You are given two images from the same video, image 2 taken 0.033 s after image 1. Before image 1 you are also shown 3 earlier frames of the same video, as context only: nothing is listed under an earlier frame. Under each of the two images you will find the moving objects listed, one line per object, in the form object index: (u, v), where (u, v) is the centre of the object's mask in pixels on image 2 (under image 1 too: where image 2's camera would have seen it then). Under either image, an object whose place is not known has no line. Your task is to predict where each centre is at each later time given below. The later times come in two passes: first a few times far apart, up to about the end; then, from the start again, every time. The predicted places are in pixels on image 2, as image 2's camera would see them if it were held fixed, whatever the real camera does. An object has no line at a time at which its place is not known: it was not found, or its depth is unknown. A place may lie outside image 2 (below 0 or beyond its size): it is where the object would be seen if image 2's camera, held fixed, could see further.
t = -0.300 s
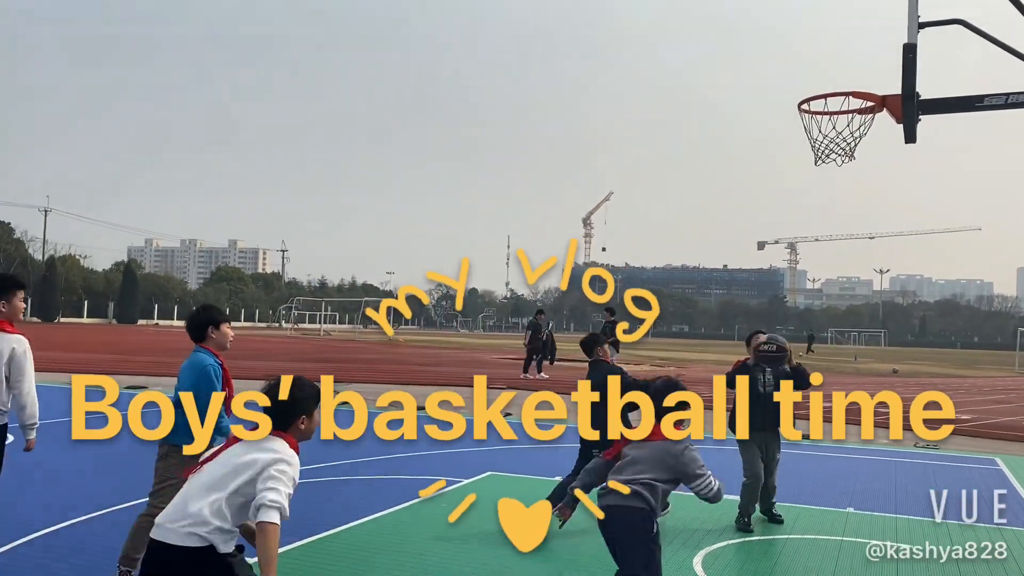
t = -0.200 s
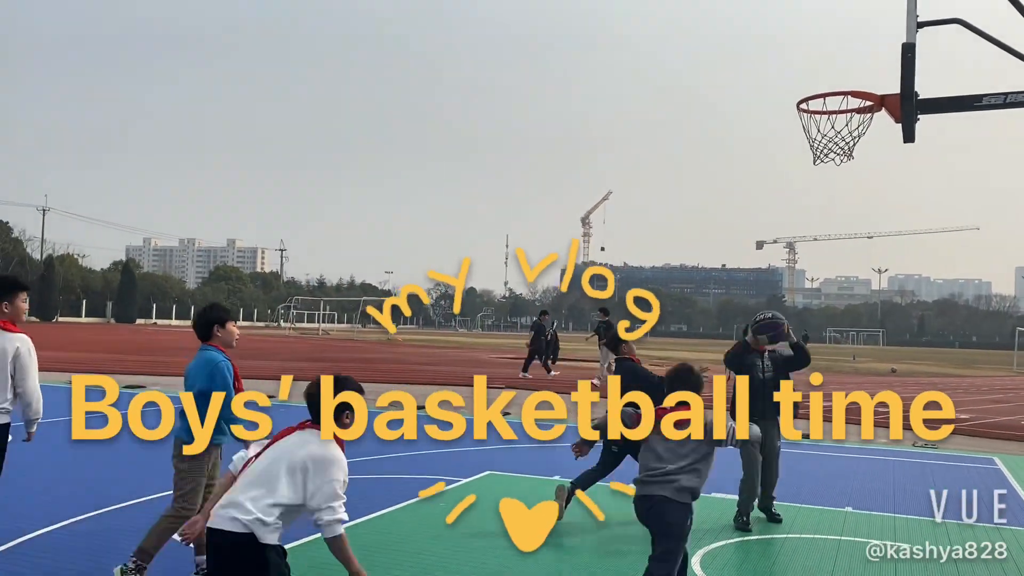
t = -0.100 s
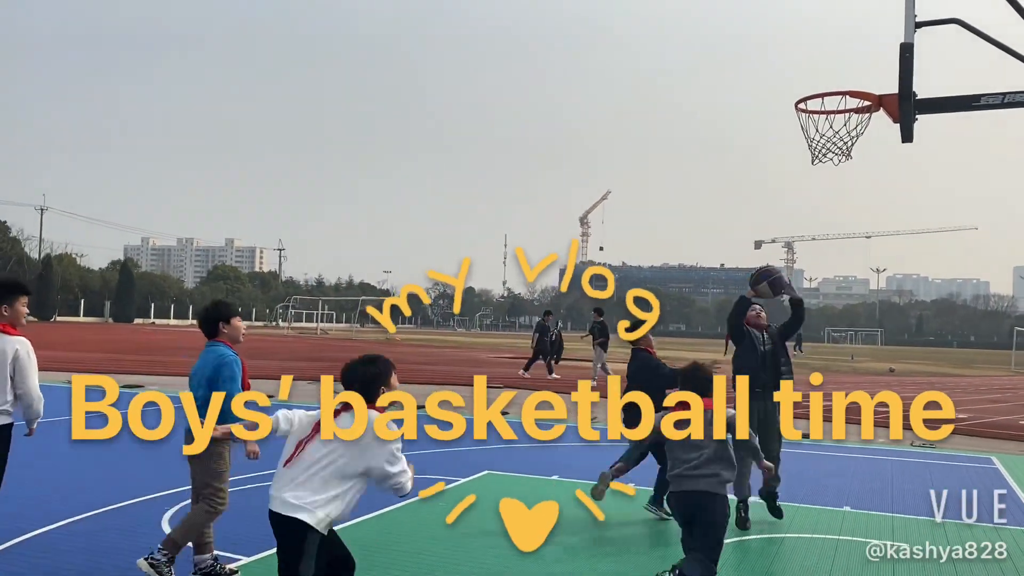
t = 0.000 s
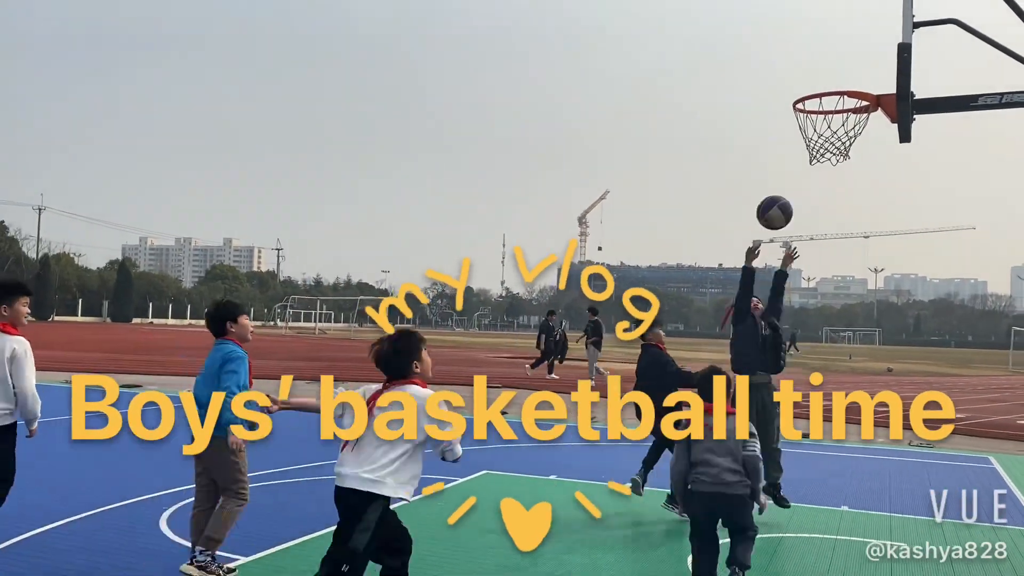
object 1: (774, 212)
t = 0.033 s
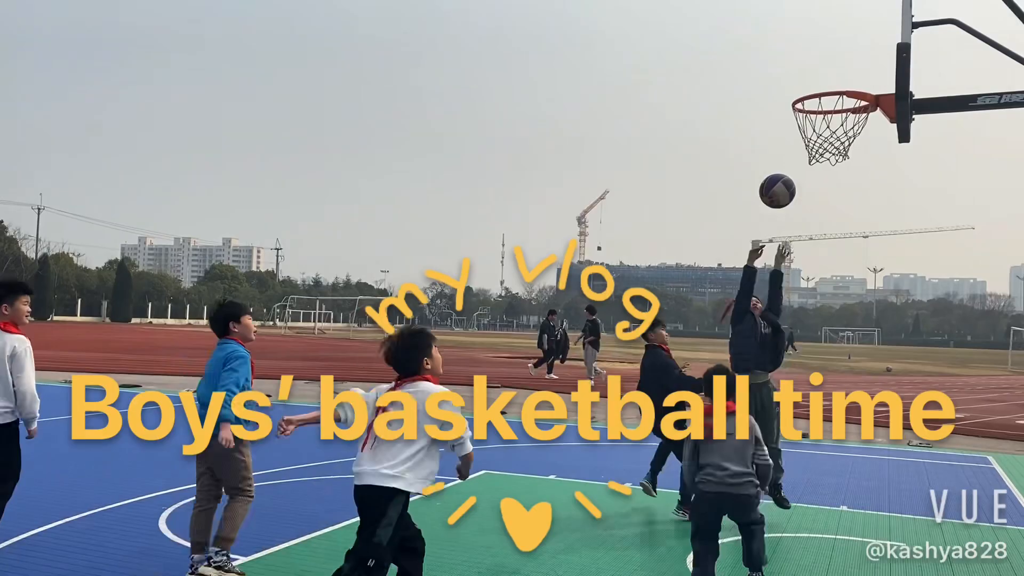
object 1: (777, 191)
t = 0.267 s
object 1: (802, 79)
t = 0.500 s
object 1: (826, 41)
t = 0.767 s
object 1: (850, 99)
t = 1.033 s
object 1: (804, 132)
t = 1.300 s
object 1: (818, 185)
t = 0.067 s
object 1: (781, 171)
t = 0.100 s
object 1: (784, 152)
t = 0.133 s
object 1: (788, 135)
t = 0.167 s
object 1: (791, 119)
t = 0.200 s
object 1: (794, 104)
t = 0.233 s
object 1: (798, 90)
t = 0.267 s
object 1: (802, 79)
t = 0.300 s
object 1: (805, 69)
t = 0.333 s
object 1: (809, 60)
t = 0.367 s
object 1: (812, 53)
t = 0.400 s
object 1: (816, 47)
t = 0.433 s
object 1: (819, 44)
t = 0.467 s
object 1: (823, 41)
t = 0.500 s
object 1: (826, 41)
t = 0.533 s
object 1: (830, 42)
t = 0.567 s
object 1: (833, 44)
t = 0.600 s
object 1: (836, 49)
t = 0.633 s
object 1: (840, 55)
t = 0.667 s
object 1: (843, 63)
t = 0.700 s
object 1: (846, 72)
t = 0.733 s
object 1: (850, 80)
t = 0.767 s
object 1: (850, 99)
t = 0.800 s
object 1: (841, 104)
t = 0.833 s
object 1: (833, 113)
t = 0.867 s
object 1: (825, 121)
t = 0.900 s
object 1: (816, 130)
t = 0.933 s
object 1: (810, 132)
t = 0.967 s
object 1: (806, 132)
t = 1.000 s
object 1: (805, 131)
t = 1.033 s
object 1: (804, 132)
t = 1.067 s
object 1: (804, 134)
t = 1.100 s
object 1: (804, 137)
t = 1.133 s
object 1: (805, 141)
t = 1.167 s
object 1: (808, 146)
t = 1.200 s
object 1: (810, 154)
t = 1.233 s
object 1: (813, 163)
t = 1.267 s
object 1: (815, 173)
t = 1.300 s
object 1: (818, 185)
